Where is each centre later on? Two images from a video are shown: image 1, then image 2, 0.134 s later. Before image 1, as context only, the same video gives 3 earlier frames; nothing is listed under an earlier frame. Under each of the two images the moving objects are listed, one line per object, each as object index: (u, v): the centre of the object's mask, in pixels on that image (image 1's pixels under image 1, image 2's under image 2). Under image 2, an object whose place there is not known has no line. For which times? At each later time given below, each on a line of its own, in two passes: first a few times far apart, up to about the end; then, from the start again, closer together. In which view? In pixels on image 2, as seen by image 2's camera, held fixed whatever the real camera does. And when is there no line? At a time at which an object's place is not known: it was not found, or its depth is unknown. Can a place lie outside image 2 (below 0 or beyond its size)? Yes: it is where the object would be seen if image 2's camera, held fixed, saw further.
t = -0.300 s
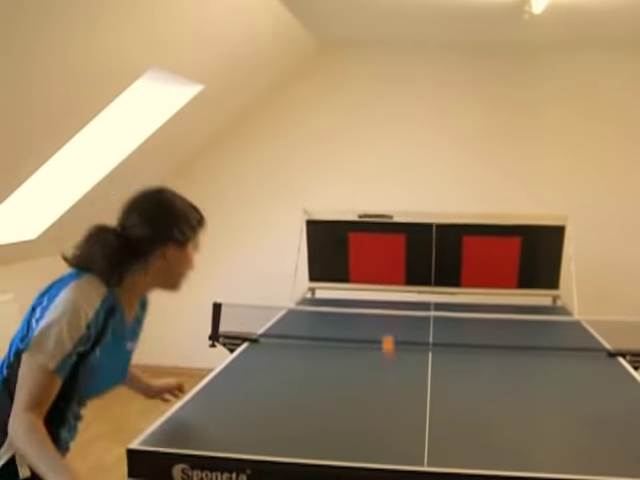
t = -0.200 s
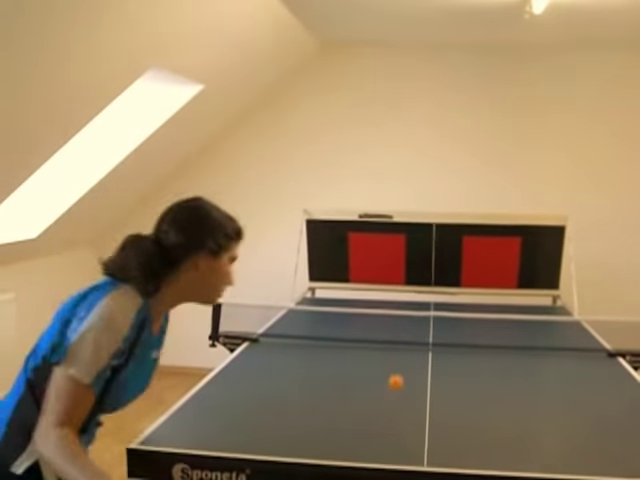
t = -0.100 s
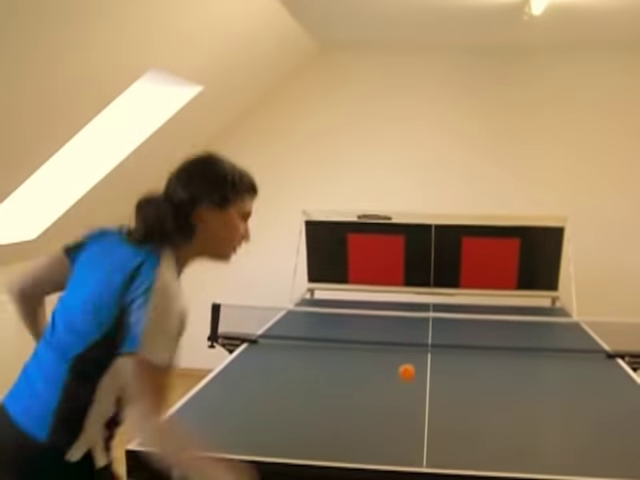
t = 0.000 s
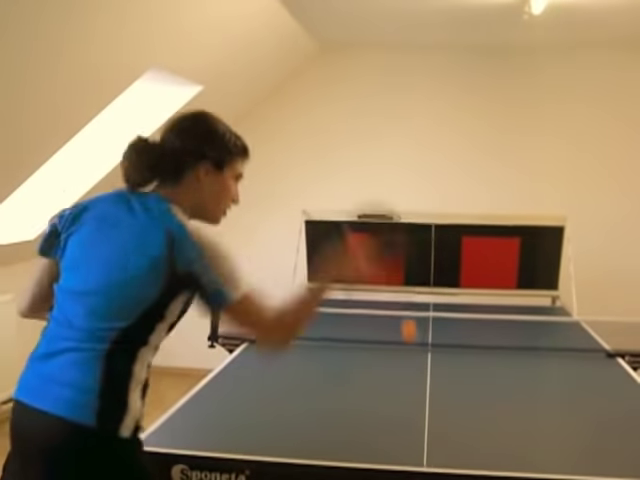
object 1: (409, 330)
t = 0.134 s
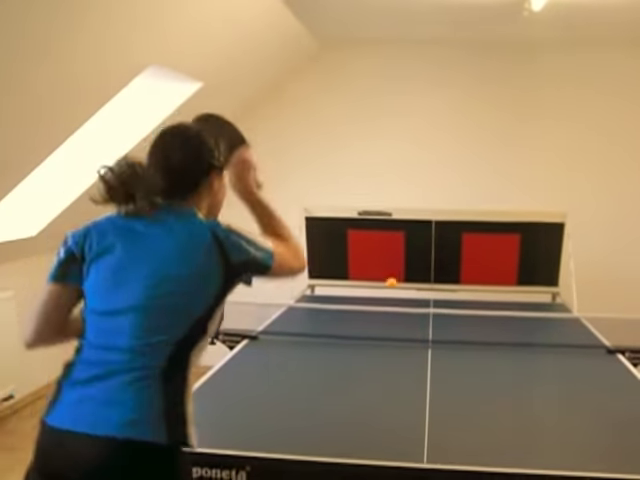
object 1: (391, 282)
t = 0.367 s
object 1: (384, 255)
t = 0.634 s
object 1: (436, 303)
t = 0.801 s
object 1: (475, 372)
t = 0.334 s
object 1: (379, 260)
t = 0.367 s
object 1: (384, 255)
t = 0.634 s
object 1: (436, 303)
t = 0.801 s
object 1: (475, 372)
